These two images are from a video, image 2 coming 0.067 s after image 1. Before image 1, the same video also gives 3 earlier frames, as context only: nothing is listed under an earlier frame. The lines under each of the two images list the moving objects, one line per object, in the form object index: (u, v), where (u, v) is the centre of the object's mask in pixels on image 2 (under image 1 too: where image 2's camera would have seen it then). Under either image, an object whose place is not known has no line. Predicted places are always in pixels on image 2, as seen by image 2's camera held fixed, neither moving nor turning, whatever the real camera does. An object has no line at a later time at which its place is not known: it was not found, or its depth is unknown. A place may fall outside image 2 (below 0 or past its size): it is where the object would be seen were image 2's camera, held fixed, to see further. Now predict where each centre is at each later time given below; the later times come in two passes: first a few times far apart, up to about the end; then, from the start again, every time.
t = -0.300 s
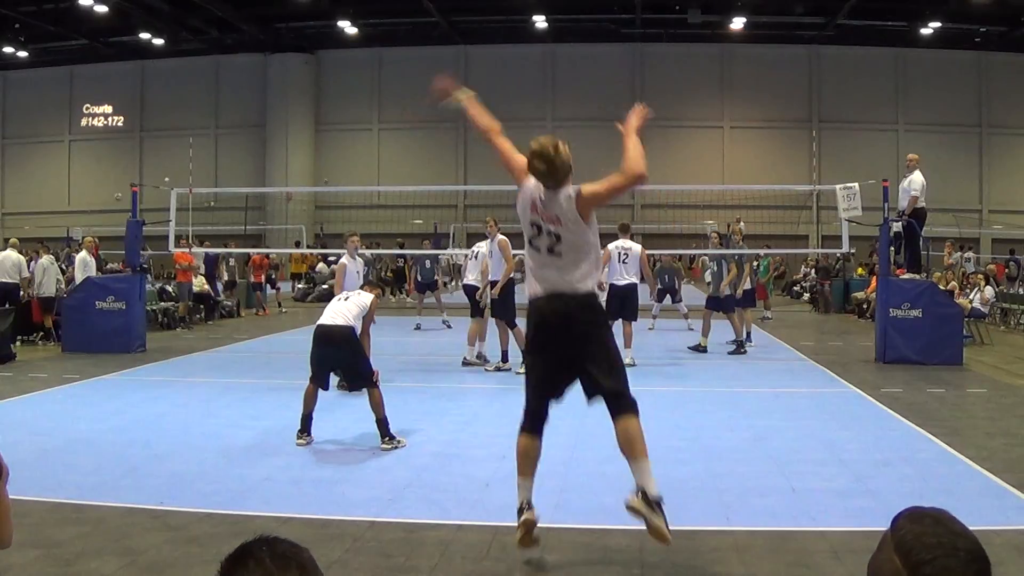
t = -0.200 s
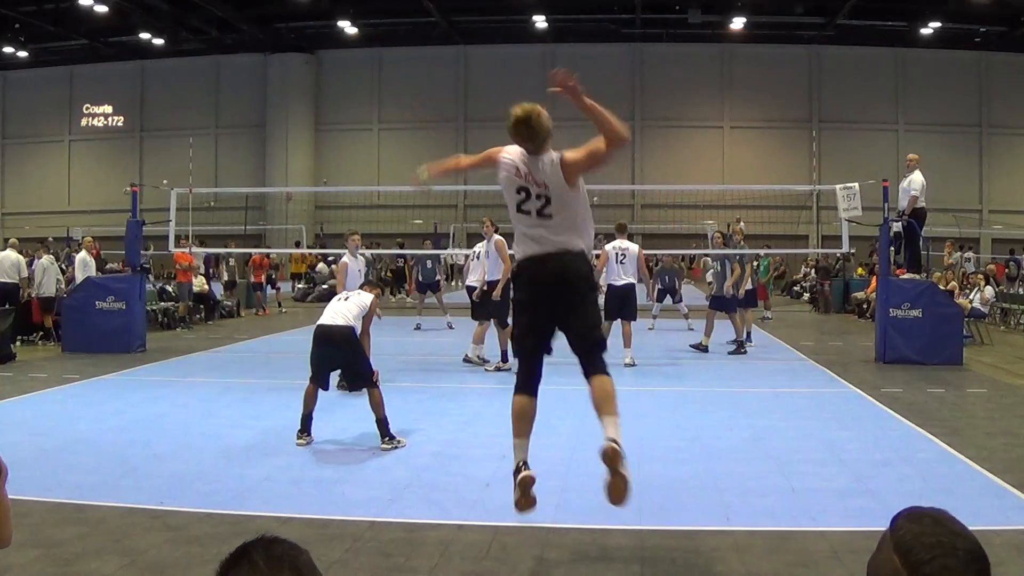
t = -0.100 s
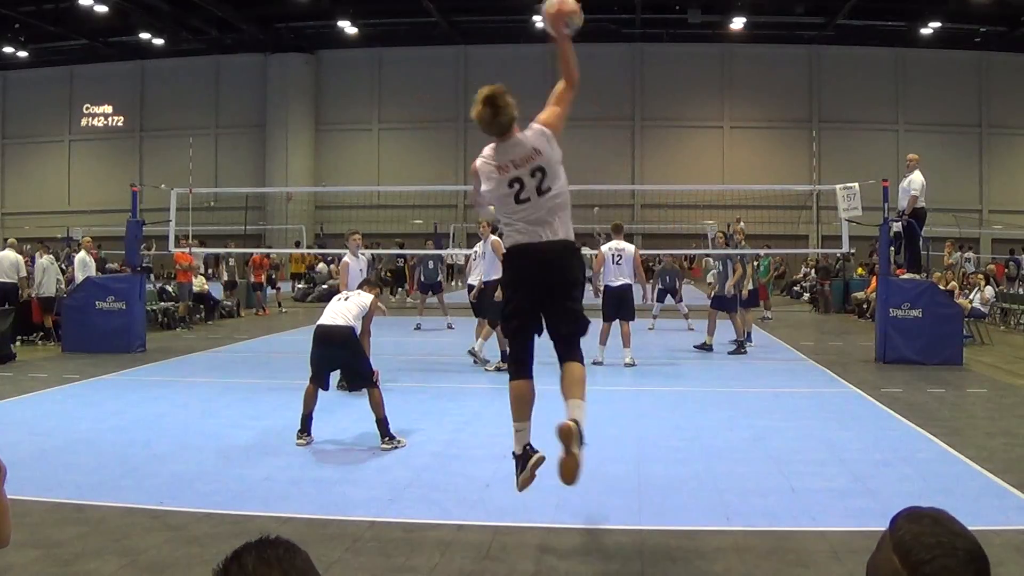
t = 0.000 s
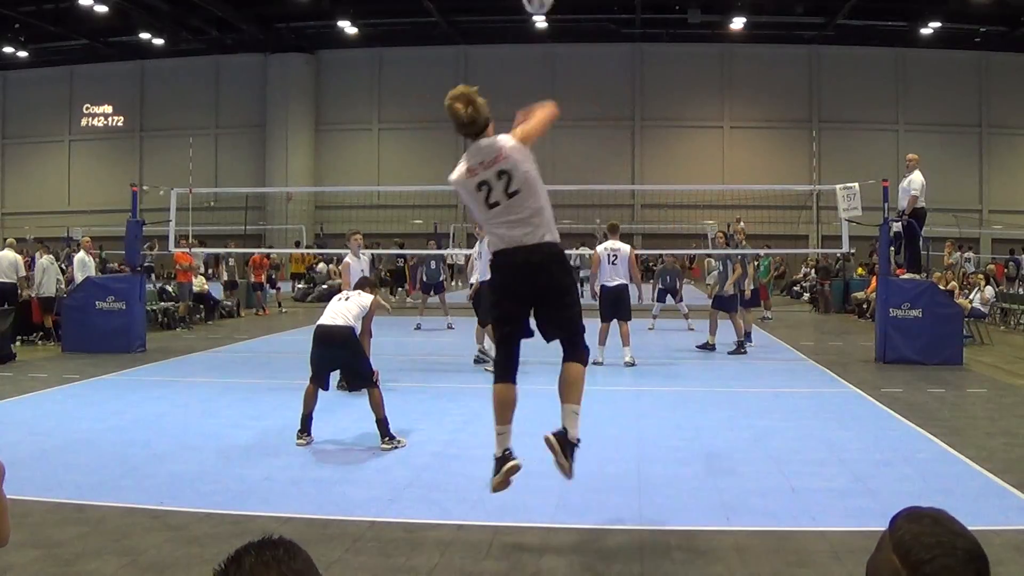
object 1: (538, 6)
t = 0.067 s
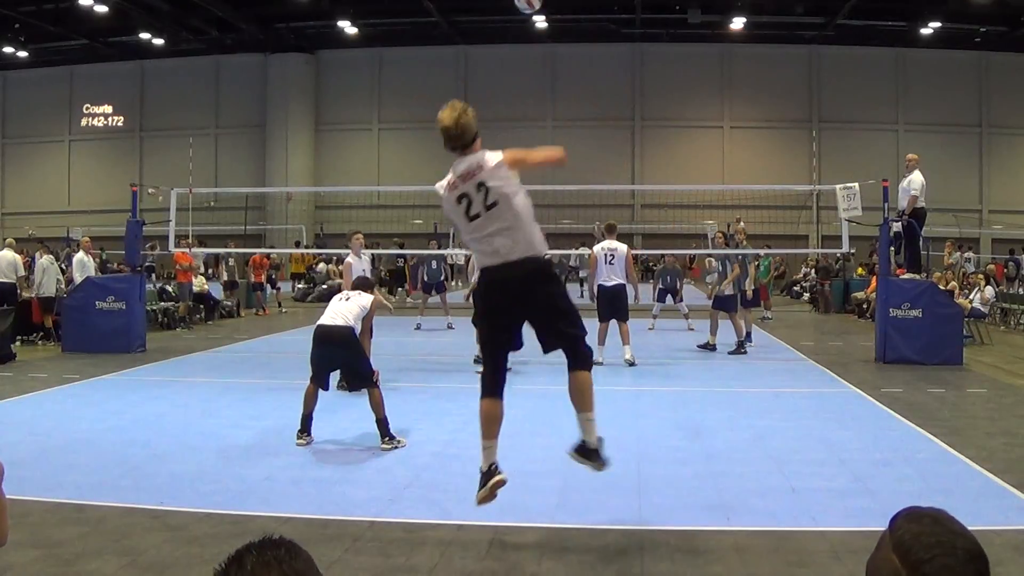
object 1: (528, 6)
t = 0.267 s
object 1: (516, 32)
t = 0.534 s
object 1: (512, 108)
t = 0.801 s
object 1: (509, 199)
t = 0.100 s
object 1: (525, 7)
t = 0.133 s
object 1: (522, 9)
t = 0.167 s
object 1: (520, 11)
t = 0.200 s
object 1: (519, 18)
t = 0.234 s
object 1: (517, 25)
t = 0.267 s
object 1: (516, 32)
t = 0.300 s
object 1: (515, 40)
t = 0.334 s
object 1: (514, 49)
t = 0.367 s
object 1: (513, 59)
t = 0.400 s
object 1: (512, 67)
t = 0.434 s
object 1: (513, 77)
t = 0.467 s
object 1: (512, 87)
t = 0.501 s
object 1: (512, 98)
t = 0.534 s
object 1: (512, 108)
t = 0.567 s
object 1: (512, 119)
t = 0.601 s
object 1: (511, 129)
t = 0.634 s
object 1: (510, 140)
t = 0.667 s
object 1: (510, 152)
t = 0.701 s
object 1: (511, 164)
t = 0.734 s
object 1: (510, 175)
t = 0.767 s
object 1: (510, 185)
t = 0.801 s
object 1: (509, 199)
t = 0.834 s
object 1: (508, 211)
